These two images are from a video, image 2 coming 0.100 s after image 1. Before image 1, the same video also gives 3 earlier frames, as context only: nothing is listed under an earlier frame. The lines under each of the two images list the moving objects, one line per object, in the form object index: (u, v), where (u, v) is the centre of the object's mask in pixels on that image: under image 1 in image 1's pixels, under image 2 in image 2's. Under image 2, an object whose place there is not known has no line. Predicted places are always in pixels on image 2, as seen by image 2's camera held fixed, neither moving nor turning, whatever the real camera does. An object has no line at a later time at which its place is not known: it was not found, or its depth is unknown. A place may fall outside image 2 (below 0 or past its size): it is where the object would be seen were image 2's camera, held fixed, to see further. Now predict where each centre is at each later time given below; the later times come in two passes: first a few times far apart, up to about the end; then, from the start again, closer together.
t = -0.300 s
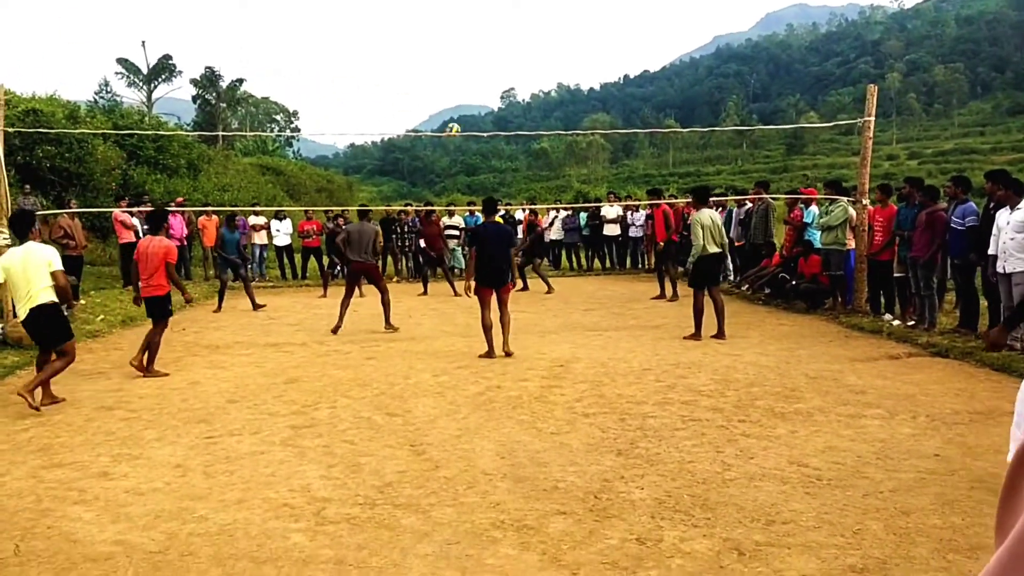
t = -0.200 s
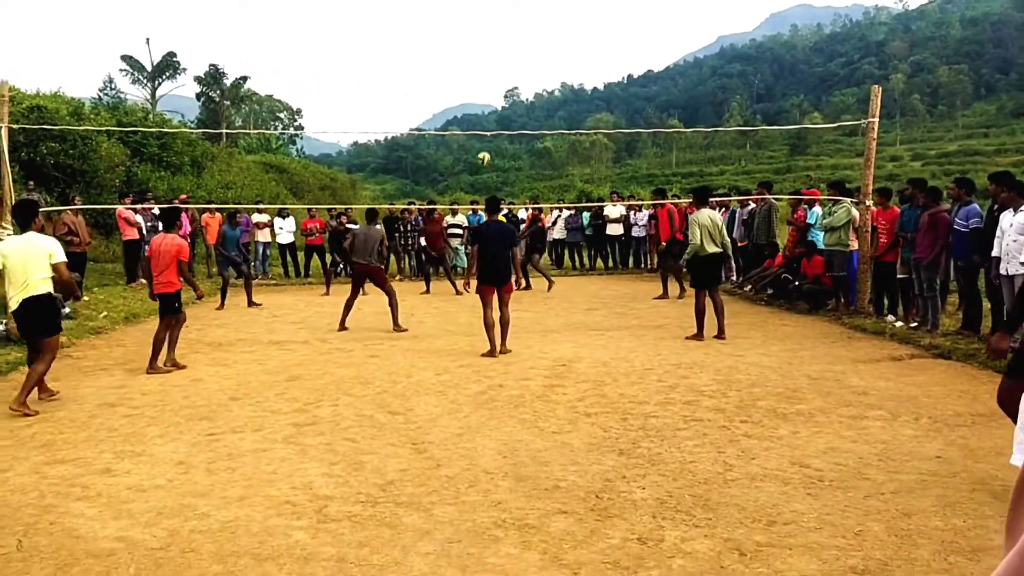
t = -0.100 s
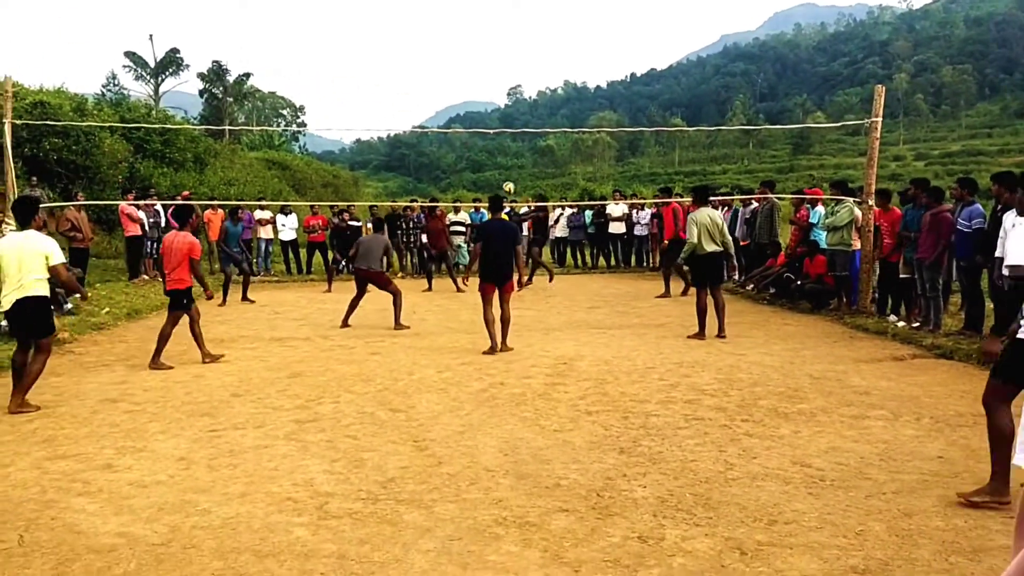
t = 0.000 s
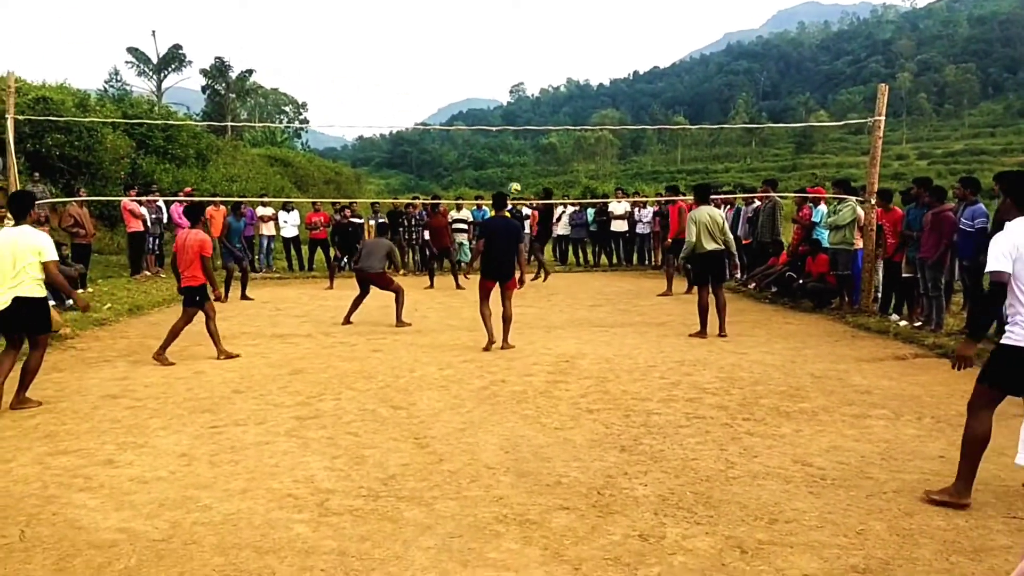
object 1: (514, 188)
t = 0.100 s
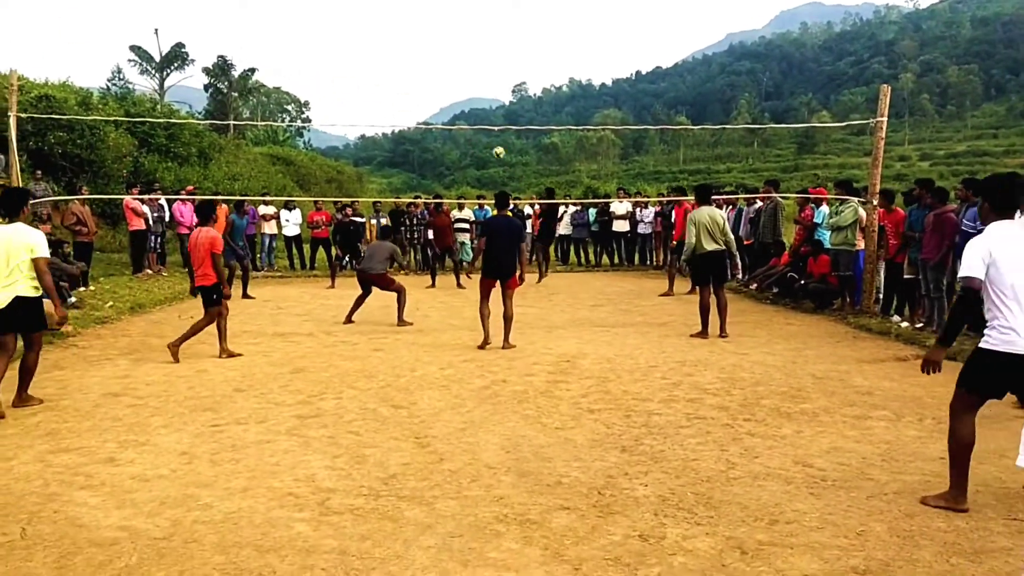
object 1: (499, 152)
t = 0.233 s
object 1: (474, 113)
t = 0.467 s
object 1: (430, 66)
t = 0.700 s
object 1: (386, 49)
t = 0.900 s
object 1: (347, 61)
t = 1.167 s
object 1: (298, 114)
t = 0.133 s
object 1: (492, 142)
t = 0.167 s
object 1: (487, 132)
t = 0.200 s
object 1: (481, 122)
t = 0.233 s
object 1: (474, 113)
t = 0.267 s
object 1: (468, 105)
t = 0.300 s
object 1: (461, 97)
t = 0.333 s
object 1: (455, 91)
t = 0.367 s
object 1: (449, 83)
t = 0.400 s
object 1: (443, 77)
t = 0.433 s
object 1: (436, 72)
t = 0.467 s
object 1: (430, 66)
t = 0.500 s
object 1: (424, 62)
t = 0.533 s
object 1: (418, 59)
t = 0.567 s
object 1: (411, 55)
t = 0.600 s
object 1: (405, 53)
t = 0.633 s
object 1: (398, 51)
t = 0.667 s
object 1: (392, 50)
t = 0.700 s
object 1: (386, 49)
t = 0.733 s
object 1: (379, 49)
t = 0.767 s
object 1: (373, 50)
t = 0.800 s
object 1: (367, 52)
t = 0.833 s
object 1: (360, 55)
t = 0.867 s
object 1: (354, 57)
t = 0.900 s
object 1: (347, 61)
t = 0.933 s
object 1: (341, 65)
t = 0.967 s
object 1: (334, 70)
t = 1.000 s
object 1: (328, 75)
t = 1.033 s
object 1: (322, 82)
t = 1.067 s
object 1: (315, 88)
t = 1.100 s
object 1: (309, 97)
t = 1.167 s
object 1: (298, 114)
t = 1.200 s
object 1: (293, 122)
